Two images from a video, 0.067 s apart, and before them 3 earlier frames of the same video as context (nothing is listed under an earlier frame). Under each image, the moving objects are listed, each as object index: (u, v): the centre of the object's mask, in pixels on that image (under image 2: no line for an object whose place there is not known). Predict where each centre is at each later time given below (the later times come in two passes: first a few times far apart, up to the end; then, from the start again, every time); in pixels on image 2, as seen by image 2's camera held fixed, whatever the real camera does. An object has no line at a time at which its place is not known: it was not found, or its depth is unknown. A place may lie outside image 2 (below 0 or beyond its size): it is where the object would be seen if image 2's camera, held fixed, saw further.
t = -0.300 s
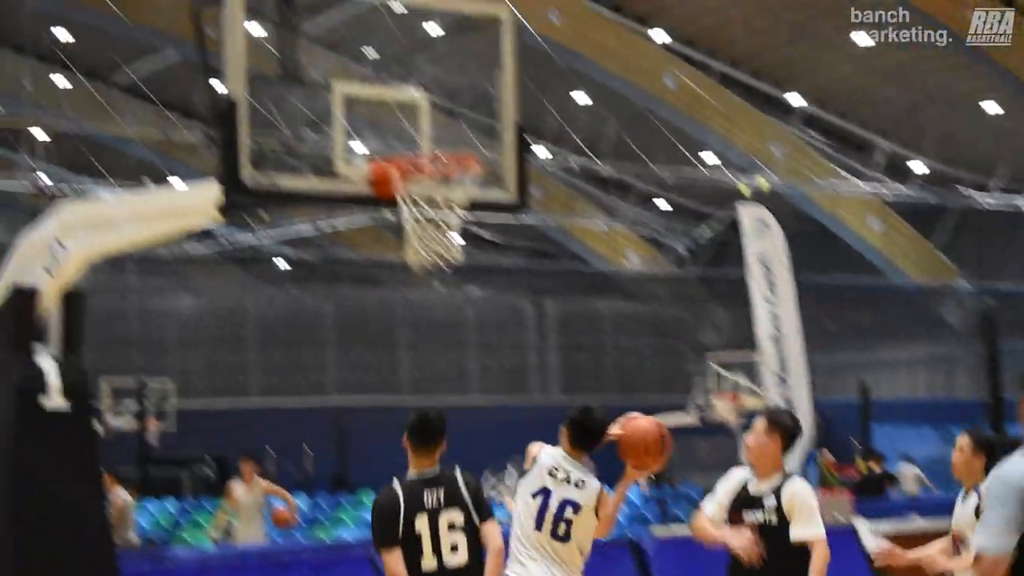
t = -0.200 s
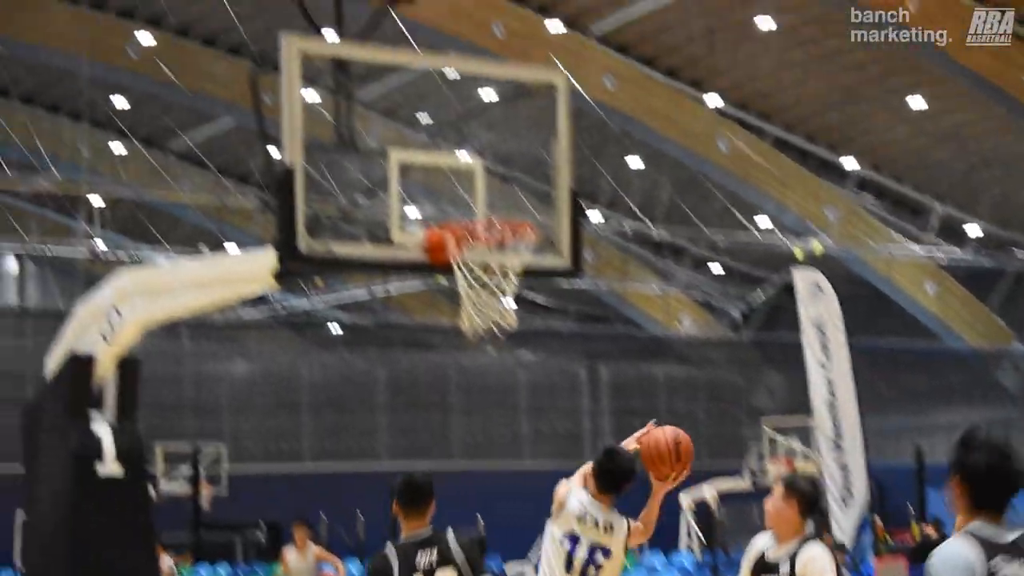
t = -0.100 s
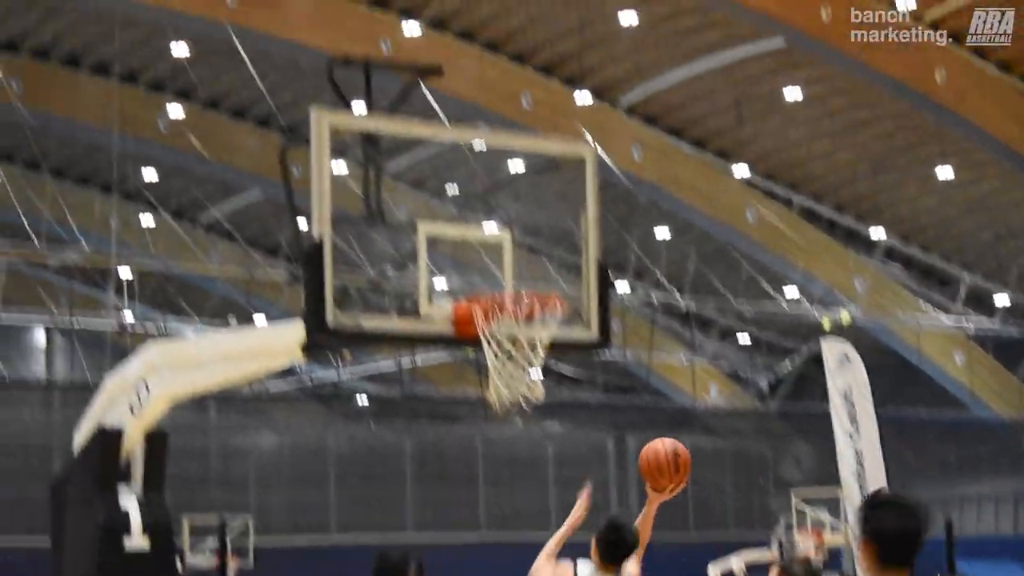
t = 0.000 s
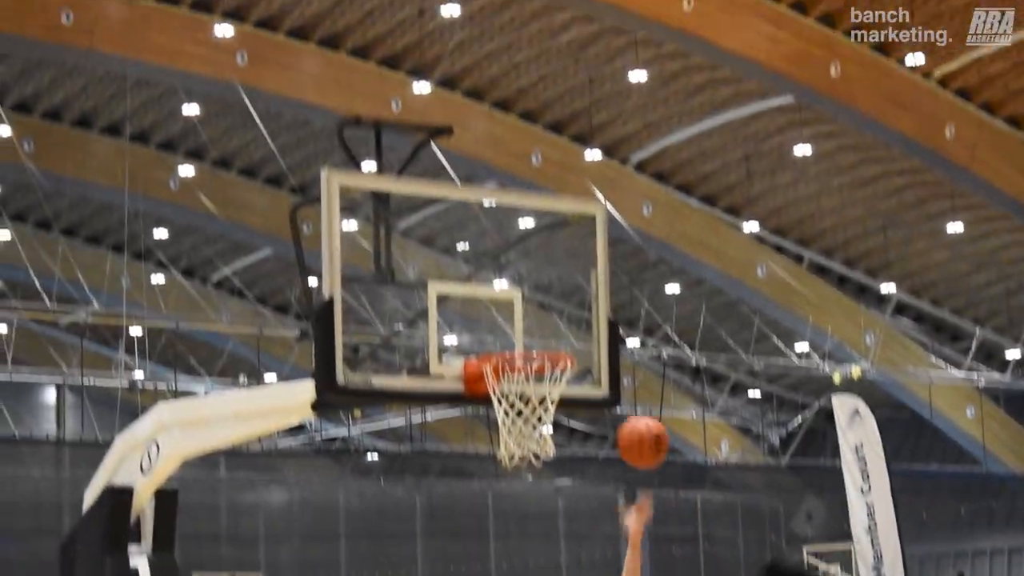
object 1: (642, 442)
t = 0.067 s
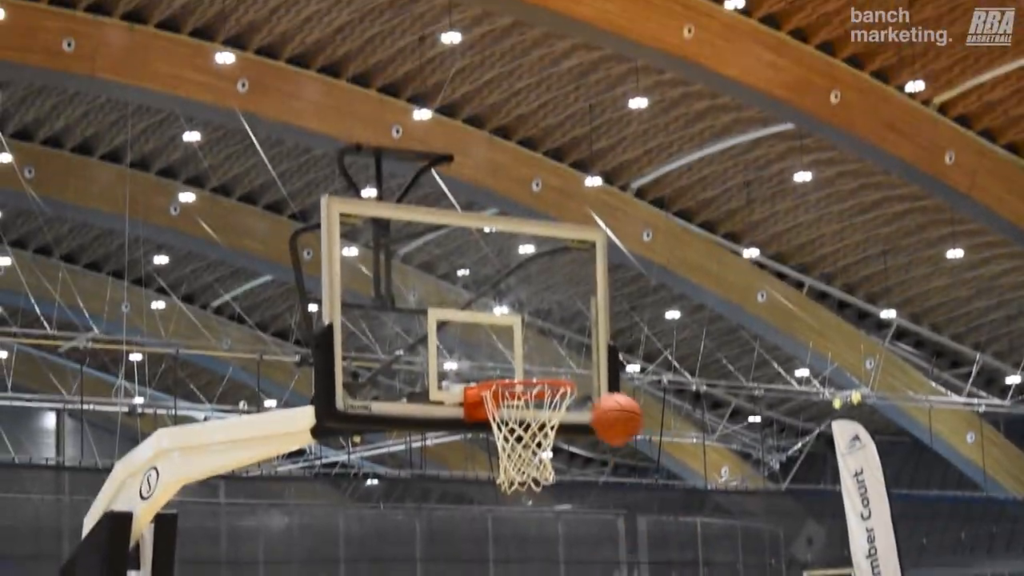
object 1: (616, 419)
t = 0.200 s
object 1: (567, 351)
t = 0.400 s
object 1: (503, 322)
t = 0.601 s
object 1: (545, 362)
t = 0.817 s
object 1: (525, 421)
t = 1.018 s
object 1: (564, 502)
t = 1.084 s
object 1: (575, 544)
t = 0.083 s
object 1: (610, 408)
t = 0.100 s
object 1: (604, 398)
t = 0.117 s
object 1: (598, 389)
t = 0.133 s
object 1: (592, 380)
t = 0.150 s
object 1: (586, 372)
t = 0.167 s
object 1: (579, 364)
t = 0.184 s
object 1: (573, 358)
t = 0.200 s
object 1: (567, 351)
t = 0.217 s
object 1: (561, 346)
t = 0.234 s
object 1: (556, 342)
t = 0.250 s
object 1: (551, 337)
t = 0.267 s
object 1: (545, 333)
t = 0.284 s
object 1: (540, 330)
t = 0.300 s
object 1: (535, 327)
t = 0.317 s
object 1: (530, 325)
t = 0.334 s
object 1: (525, 324)
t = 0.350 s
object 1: (519, 322)
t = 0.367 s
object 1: (514, 322)
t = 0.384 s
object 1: (508, 322)
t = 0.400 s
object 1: (503, 322)
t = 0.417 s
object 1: (498, 323)
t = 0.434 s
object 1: (494, 325)
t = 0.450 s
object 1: (498, 327)
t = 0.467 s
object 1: (503, 330)
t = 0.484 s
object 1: (508, 333)
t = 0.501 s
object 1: (513, 337)
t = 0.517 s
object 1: (518, 341)
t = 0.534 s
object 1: (524, 346)
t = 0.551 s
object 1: (529, 351)
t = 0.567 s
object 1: (535, 355)
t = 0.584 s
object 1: (540, 359)
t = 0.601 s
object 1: (545, 362)
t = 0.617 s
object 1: (545, 365)
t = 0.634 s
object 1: (539, 365)
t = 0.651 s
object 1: (532, 365)
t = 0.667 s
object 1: (525, 367)
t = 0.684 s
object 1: (517, 369)
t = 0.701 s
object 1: (507, 370)
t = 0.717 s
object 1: (499, 372)
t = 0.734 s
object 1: (503, 400)
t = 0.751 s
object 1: (508, 402)
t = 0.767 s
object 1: (512, 404)
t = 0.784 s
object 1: (515, 407)
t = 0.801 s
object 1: (520, 413)
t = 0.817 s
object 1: (525, 421)
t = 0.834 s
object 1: (531, 428)
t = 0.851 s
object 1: (536, 435)
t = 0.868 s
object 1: (540, 443)
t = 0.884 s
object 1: (542, 449)
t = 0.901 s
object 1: (545, 453)
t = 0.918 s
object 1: (548, 458)
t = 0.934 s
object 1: (551, 465)
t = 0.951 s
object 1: (553, 472)
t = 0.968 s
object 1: (556, 478)
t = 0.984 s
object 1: (558, 486)
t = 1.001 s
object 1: (561, 494)
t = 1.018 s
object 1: (564, 502)
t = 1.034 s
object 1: (567, 512)
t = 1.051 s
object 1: (569, 522)
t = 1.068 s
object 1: (572, 532)
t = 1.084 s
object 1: (575, 544)
